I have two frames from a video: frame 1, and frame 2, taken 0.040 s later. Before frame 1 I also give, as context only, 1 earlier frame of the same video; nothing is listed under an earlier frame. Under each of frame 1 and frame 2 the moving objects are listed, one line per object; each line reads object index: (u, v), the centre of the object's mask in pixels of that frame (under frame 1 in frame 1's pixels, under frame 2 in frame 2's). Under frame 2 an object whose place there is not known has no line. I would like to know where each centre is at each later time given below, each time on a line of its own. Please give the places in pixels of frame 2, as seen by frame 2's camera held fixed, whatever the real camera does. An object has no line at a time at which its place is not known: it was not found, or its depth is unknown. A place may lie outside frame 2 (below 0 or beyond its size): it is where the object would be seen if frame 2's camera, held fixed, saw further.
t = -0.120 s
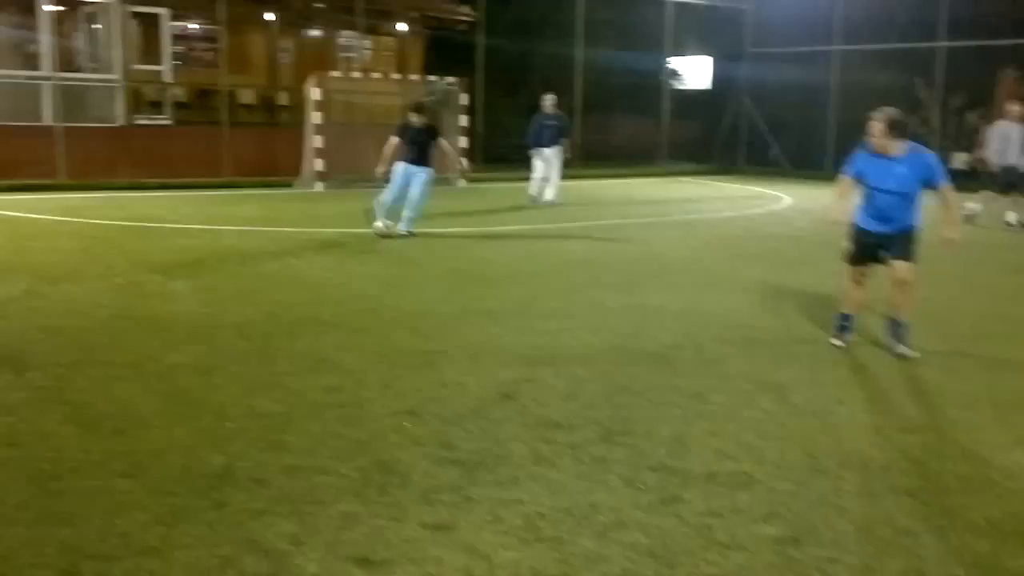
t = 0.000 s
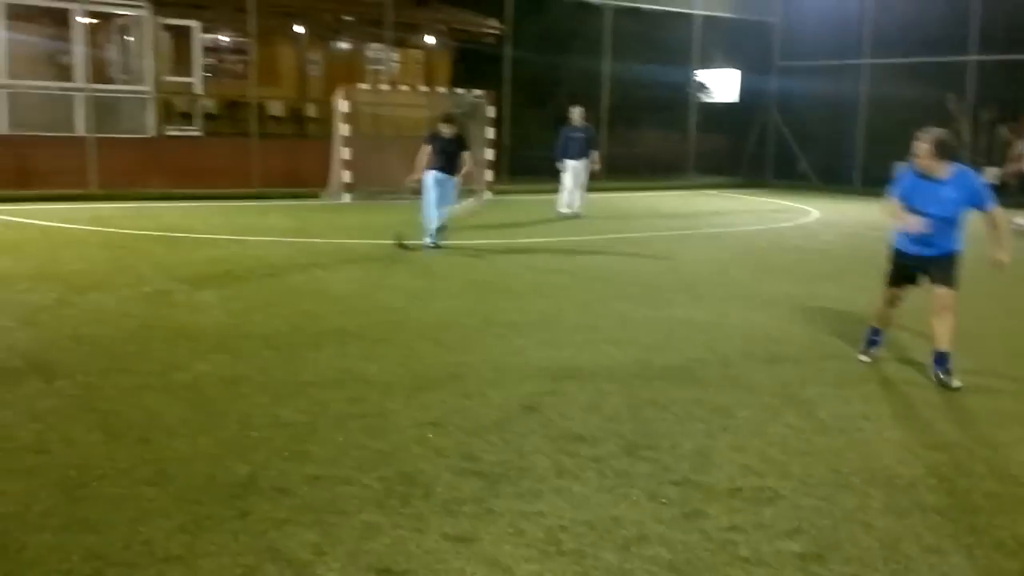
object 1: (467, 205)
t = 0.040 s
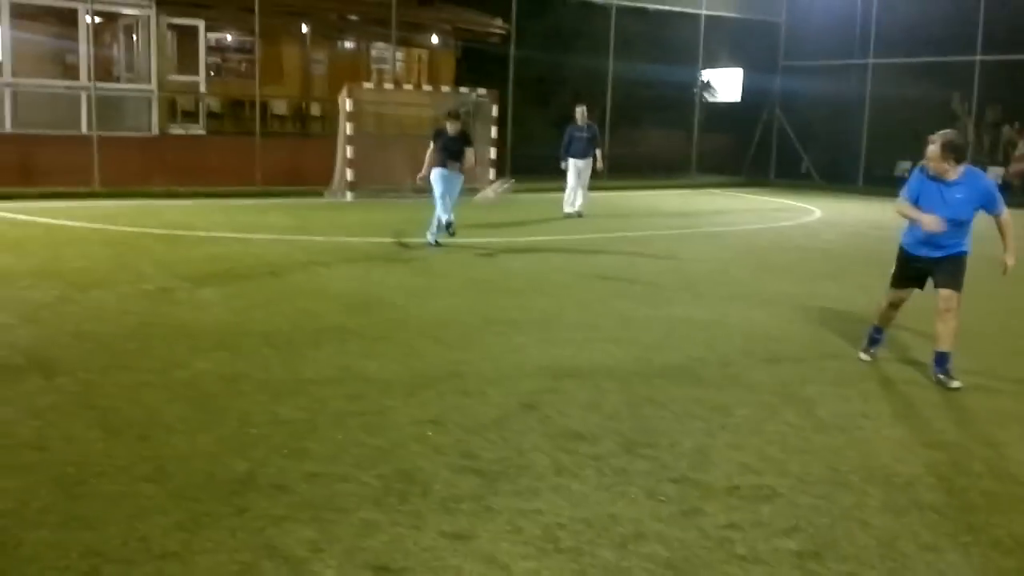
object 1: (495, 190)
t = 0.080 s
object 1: (527, 178)
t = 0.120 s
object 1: (557, 166)
